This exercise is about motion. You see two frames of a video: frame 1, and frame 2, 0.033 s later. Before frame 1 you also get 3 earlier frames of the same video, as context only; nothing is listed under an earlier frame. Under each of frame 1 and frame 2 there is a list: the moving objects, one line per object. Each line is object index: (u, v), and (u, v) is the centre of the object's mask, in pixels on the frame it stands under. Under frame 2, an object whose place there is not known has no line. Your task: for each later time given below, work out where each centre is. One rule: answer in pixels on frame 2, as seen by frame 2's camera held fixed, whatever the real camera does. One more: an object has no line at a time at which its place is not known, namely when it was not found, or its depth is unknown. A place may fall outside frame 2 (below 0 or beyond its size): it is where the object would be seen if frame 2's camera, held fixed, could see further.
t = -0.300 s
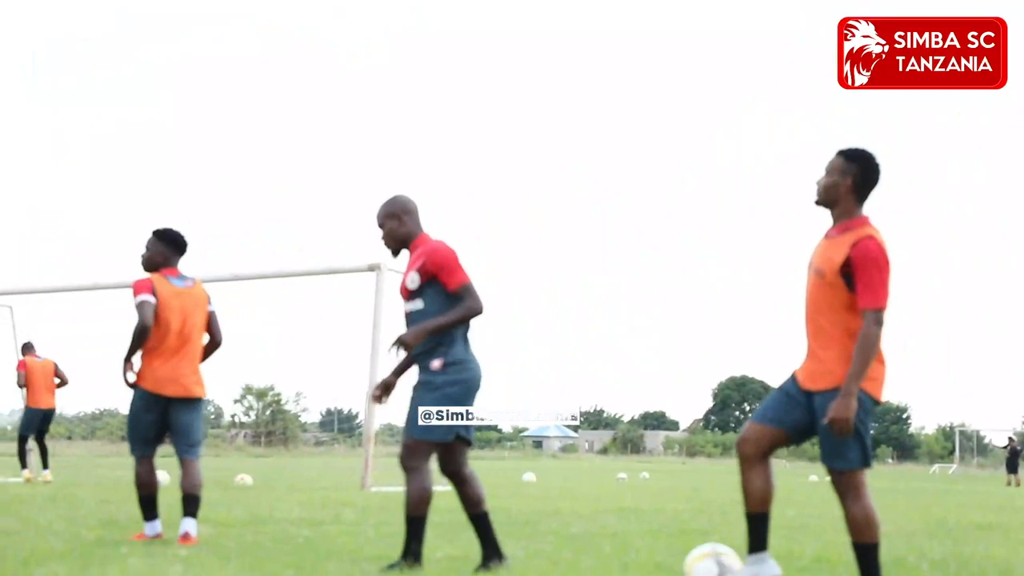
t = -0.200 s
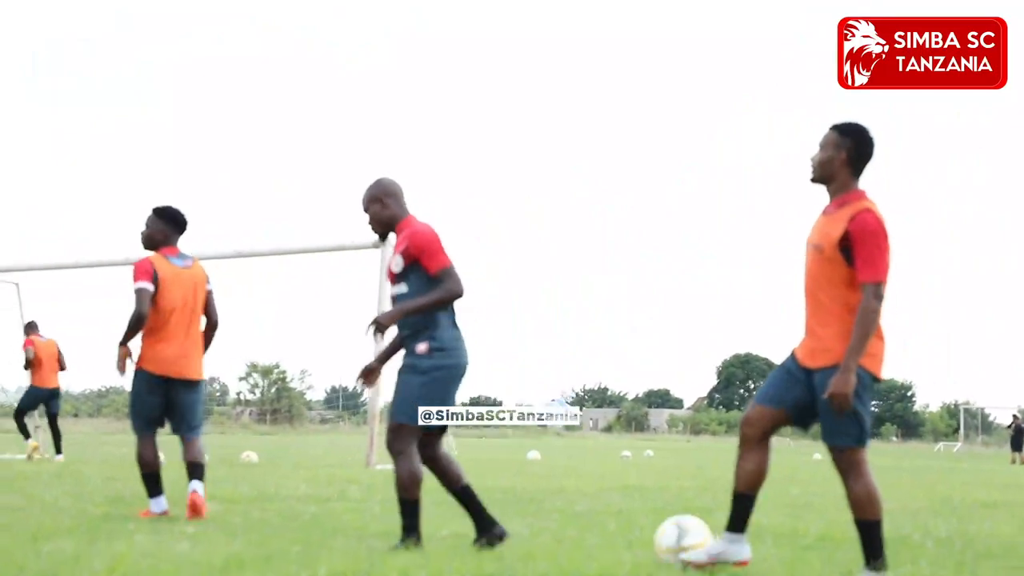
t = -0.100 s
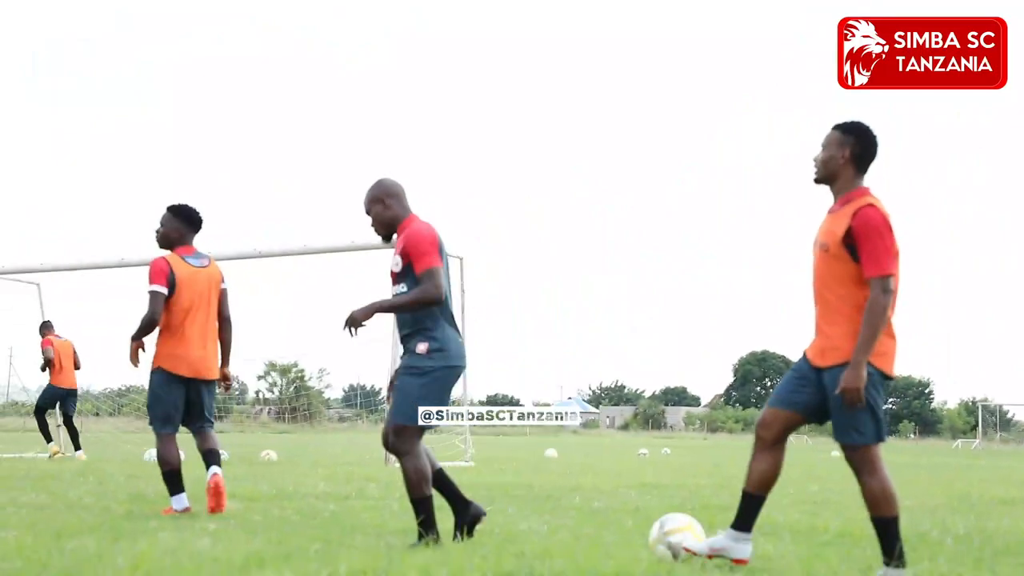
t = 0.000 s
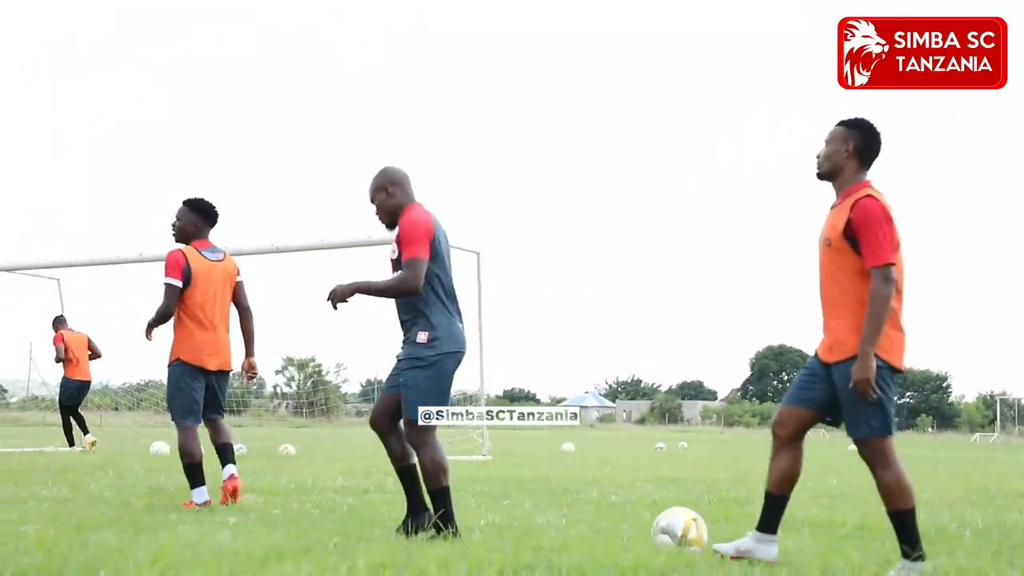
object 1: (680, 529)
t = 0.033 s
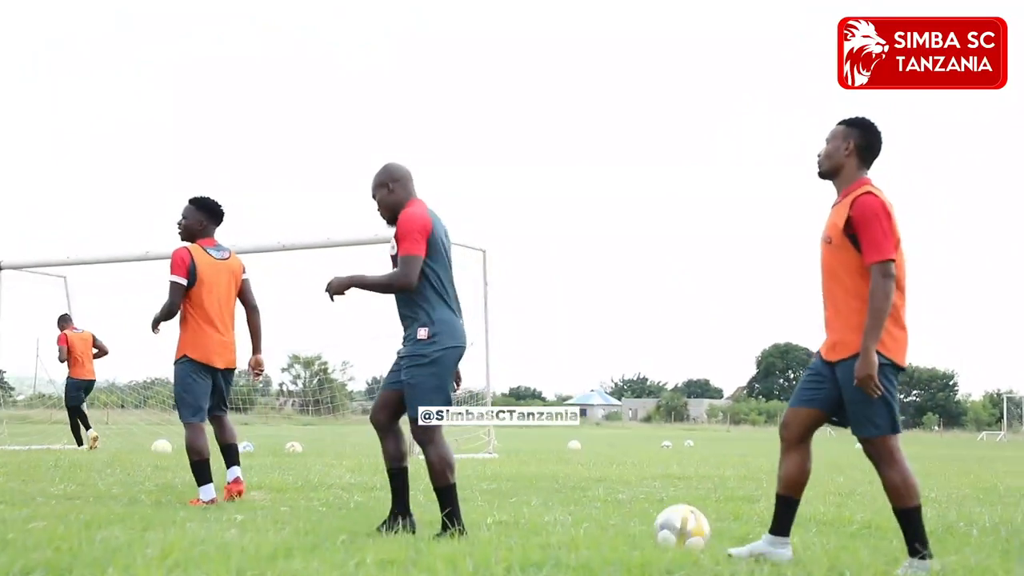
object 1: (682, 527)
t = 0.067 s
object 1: (678, 526)
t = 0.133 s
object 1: (671, 524)
